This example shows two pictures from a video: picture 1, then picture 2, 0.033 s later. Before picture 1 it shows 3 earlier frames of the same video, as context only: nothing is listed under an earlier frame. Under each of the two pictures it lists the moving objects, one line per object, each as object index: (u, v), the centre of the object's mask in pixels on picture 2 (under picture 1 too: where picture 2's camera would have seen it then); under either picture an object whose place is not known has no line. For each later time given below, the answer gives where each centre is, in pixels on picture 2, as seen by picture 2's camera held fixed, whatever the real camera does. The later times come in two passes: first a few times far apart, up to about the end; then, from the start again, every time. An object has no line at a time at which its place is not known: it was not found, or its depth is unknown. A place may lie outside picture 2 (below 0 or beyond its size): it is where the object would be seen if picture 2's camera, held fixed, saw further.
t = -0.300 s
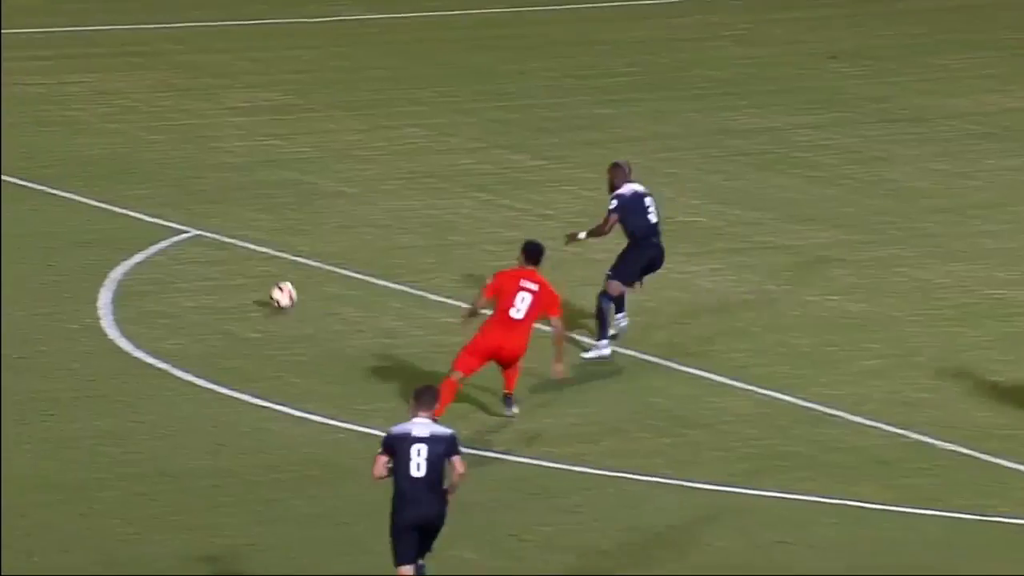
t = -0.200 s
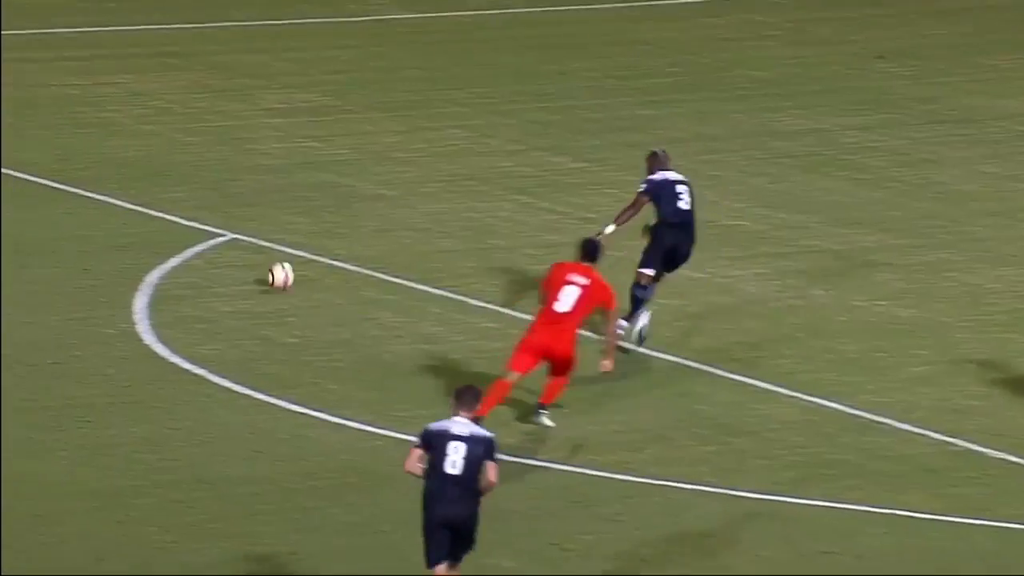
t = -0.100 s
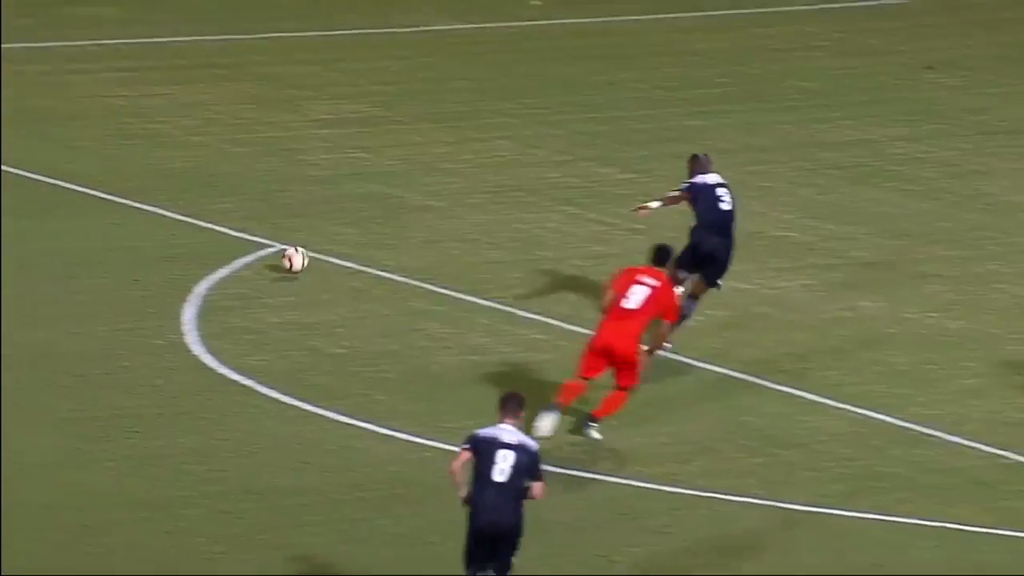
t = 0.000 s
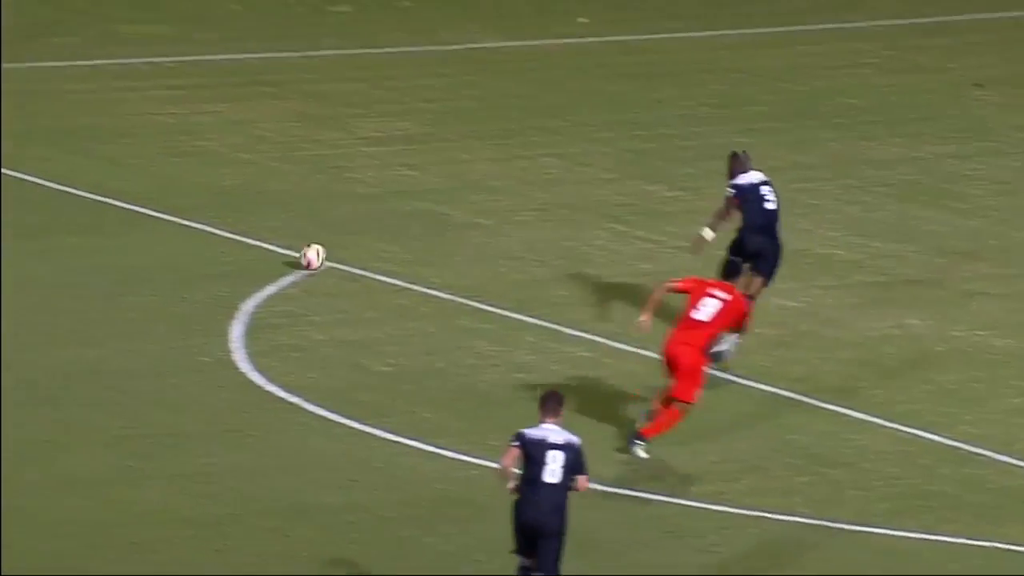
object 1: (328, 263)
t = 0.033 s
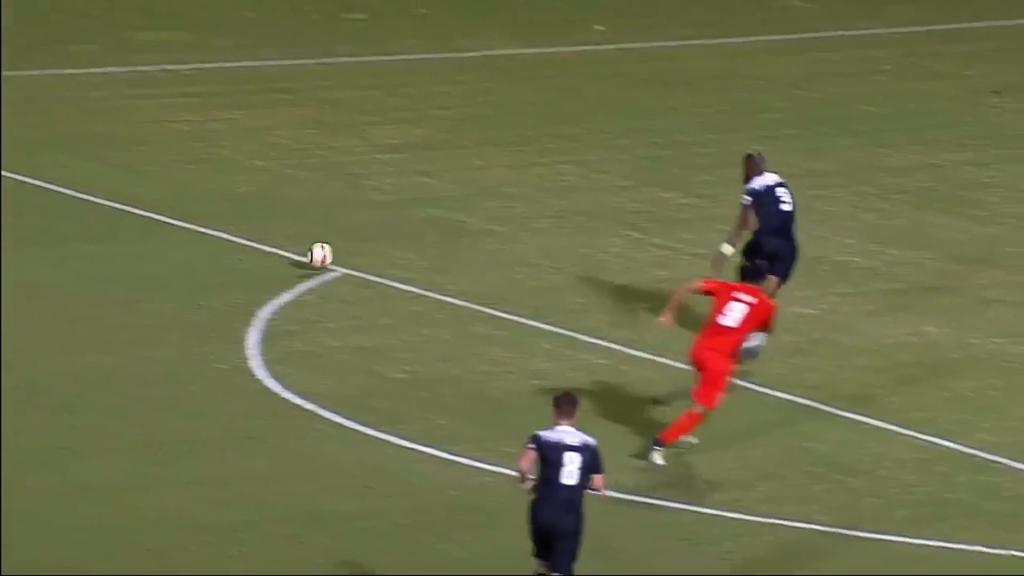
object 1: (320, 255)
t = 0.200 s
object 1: (279, 227)
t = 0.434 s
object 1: (230, 189)
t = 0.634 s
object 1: (190, 166)
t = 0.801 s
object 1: (158, 145)
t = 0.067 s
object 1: (311, 248)
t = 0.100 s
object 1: (303, 243)
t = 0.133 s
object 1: (295, 240)
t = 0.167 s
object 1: (287, 235)
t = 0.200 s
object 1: (279, 227)
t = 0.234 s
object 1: (272, 220)
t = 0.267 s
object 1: (266, 215)
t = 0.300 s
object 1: (258, 212)
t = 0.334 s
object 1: (252, 208)
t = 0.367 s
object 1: (244, 201)
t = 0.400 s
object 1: (237, 194)
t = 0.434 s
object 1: (230, 189)
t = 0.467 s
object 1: (223, 185)
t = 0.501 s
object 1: (217, 184)
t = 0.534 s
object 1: (211, 180)
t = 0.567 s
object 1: (203, 174)
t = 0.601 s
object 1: (197, 170)
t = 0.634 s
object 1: (190, 166)
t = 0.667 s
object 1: (184, 164)
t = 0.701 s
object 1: (177, 159)
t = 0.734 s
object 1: (171, 154)
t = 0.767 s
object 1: (164, 149)
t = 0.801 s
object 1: (158, 145)
